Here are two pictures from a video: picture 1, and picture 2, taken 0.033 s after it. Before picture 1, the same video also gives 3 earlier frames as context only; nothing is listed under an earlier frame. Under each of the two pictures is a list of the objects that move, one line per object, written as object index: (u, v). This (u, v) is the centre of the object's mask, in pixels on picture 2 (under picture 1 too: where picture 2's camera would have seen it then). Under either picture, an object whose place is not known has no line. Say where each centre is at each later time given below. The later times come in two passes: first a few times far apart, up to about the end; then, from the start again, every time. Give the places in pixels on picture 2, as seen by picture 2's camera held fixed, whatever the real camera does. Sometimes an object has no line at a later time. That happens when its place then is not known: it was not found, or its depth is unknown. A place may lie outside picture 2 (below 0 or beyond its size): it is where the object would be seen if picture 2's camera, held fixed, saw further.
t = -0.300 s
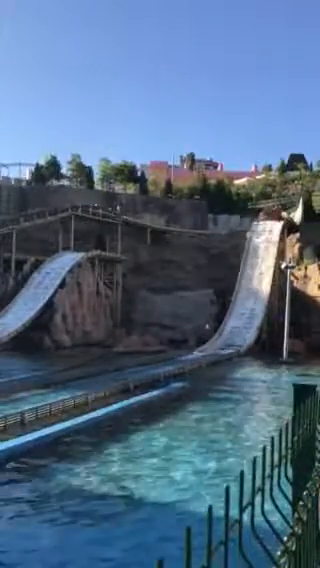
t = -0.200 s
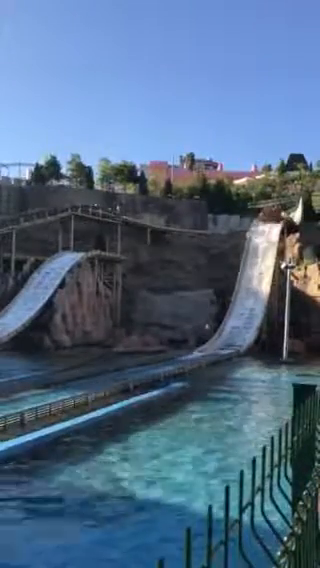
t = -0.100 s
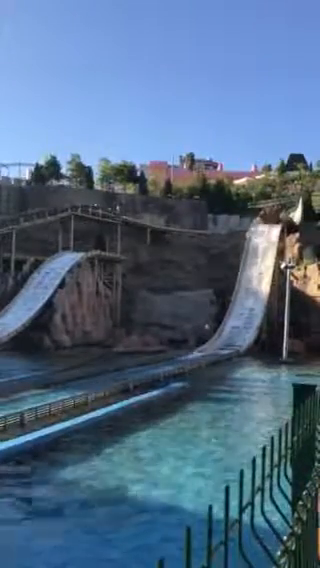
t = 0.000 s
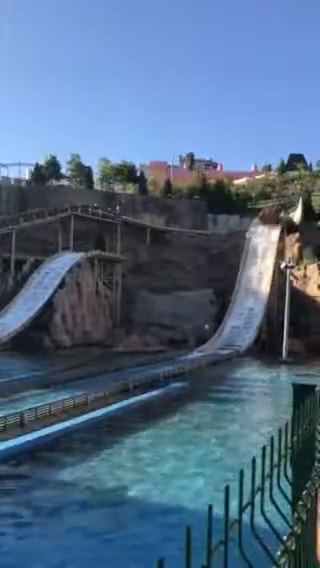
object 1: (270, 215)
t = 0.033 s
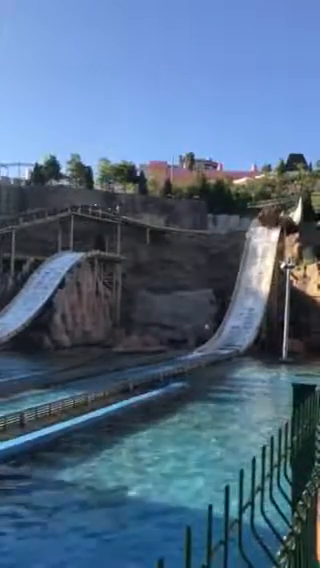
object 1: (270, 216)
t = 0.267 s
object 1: (269, 220)
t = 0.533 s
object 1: (264, 230)
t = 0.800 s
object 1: (261, 244)
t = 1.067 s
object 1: (257, 263)
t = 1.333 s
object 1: (252, 283)
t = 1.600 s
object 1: (245, 312)
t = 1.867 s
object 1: (235, 332)
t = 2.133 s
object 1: (216, 342)
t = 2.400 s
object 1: (192, 346)
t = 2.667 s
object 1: (168, 347)
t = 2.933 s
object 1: (142, 349)
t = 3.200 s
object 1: (102, 355)
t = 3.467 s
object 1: (41, 362)
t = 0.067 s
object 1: (270, 216)
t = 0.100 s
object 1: (270, 217)
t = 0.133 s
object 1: (270, 217)
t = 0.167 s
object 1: (269, 218)
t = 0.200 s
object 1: (269, 219)
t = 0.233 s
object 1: (269, 219)
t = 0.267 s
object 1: (269, 220)
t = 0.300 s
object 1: (268, 221)
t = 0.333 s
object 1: (268, 222)
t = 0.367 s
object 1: (266, 223)
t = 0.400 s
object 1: (265, 224)
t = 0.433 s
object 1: (265, 224)
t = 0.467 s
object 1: (265, 225)
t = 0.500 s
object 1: (265, 227)
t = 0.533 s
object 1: (264, 230)
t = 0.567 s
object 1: (263, 231)
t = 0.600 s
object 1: (264, 232)
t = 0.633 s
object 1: (262, 234)
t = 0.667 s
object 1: (262, 236)
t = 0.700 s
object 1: (262, 236)
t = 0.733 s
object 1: (262, 239)
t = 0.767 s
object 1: (261, 241)
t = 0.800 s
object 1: (261, 244)
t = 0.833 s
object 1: (261, 246)
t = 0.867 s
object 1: (260, 248)
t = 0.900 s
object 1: (259, 250)
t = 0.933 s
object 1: (259, 252)
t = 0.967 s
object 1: (259, 255)
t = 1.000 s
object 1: (258, 257)
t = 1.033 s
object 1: (258, 260)
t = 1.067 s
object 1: (257, 263)
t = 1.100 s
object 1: (257, 266)
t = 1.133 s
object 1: (256, 268)
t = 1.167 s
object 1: (256, 271)
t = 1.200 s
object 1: (255, 274)
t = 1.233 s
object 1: (254, 278)
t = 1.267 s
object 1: (254, 280)
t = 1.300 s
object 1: (253, 283)
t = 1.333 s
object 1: (252, 283)
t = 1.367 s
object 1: (251, 286)
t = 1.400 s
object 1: (250, 288)
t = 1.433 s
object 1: (249, 291)
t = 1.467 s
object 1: (248, 294)
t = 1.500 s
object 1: (247, 297)
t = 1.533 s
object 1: (246, 301)
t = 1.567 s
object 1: (245, 304)
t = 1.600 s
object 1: (245, 312)
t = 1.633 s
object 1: (243, 315)
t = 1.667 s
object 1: (242, 319)
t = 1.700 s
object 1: (240, 320)
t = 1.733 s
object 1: (239, 324)
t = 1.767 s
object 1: (239, 326)
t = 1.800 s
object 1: (237, 328)
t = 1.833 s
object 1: (236, 330)
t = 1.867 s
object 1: (235, 332)
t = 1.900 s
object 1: (232, 334)
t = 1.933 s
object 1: (231, 336)
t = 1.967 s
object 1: (233, 336)
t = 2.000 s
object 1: (229, 338)
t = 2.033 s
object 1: (232, 338)
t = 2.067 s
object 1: (225, 341)
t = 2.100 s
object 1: (218, 342)
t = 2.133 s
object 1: (216, 342)
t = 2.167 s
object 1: (212, 341)
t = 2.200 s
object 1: (210, 342)
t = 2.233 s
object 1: (208, 345)
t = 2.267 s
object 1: (206, 346)
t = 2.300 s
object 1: (202, 344)
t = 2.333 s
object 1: (199, 346)
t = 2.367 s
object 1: (195, 345)
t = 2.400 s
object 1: (192, 346)
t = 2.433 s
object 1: (190, 346)
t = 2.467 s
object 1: (188, 346)
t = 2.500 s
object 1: (187, 345)
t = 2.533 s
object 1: (184, 345)
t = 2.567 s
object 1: (181, 345)
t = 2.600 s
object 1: (180, 344)
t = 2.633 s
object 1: (172, 347)
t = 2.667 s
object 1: (168, 347)
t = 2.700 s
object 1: (163, 349)
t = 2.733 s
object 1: (160, 349)
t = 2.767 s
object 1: (156, 350)
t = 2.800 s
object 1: (153, 350)
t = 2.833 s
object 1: (150, 350)
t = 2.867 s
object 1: (148, 350)
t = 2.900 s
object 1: (145, 350)
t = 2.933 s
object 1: (142, 349)
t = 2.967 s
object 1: (138, 349)
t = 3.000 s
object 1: (134, 351)
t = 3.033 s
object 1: (127, 354)
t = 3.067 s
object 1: (125, 351)
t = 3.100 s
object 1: (117, 355)
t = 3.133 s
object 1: (113, 356)
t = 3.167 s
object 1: (108, 356)
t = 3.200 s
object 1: (102, 355)
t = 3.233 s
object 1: (94, 357)
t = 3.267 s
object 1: (89, 357)
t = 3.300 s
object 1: (79, 358)
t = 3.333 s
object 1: (73, 358)
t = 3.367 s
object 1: (61, 361)
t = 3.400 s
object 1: (53, 362)
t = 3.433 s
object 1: (46, 362)
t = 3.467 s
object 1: (41, 362)
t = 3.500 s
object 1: (35, 363)
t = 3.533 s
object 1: (28, 364)
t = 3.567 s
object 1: (21, 364)
